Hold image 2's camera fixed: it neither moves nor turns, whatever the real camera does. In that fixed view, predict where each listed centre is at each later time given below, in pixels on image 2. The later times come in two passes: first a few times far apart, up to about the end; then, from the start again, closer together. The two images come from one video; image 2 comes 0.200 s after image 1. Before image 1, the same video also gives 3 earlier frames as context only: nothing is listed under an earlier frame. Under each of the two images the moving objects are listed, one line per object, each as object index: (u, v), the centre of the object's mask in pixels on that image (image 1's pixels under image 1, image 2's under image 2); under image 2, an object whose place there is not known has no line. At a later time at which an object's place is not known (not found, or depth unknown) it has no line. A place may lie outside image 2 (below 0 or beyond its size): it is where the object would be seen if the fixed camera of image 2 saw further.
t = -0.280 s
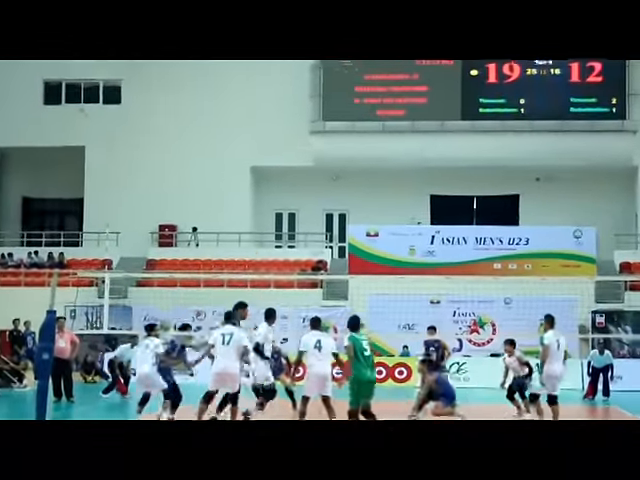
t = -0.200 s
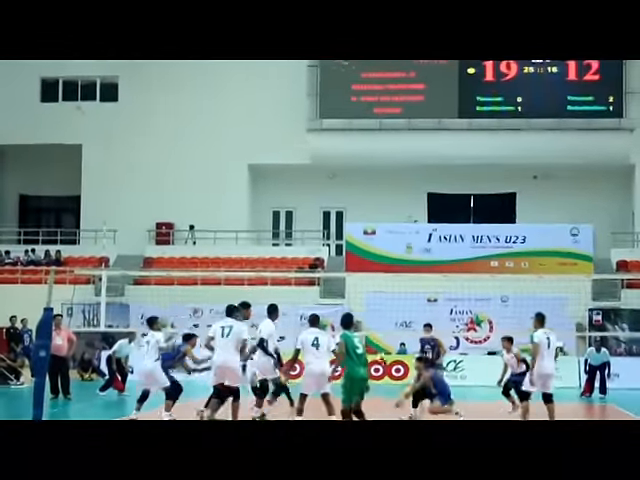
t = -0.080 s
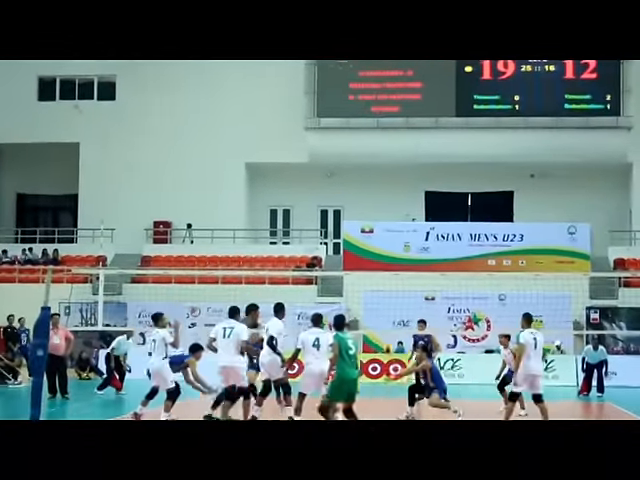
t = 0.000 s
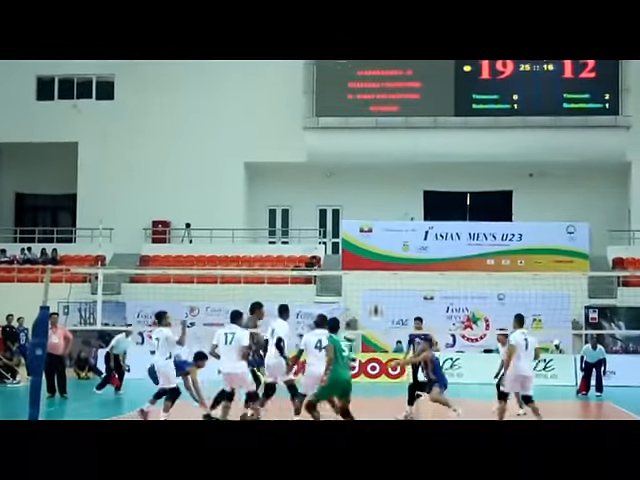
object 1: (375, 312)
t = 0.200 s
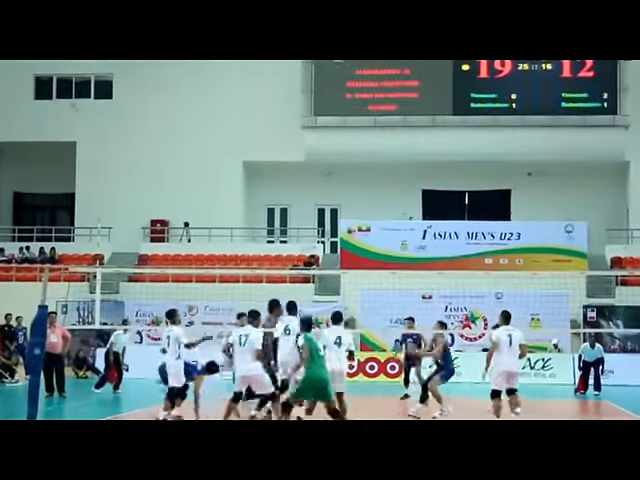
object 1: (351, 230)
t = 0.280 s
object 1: (339, 203)
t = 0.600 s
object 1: (306, 146)
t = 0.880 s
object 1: (275, 137)
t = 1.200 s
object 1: (238, 184)
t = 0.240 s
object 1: (346, 218)
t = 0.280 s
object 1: (339, 203)
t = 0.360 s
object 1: (333, 183)
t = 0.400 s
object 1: (327, 172)
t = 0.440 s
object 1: (323, 165)
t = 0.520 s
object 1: (316, 152)
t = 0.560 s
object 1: (311, 149)
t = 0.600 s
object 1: (306, 146)
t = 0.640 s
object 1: (301, 142)
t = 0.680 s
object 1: (296, 139)
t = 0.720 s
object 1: (291, 137)
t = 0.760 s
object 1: (287, 136)
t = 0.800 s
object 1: (283, 135)
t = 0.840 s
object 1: (279, 136)
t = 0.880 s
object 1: (275, 137)
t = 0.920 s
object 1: (270, 140)
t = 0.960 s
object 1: (265, 144)
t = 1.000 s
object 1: (260, 148)
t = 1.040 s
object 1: (256, 153)
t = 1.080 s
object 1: (252, 159)
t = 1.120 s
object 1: (245, 167)
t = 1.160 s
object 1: (243, 177)
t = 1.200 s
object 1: (238, 184)
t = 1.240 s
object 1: (235, 195)
